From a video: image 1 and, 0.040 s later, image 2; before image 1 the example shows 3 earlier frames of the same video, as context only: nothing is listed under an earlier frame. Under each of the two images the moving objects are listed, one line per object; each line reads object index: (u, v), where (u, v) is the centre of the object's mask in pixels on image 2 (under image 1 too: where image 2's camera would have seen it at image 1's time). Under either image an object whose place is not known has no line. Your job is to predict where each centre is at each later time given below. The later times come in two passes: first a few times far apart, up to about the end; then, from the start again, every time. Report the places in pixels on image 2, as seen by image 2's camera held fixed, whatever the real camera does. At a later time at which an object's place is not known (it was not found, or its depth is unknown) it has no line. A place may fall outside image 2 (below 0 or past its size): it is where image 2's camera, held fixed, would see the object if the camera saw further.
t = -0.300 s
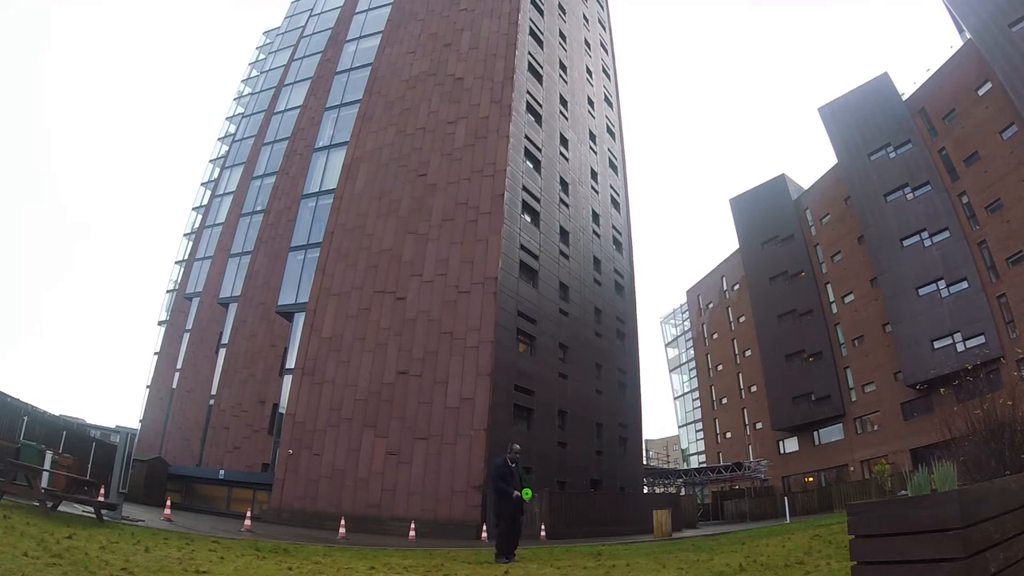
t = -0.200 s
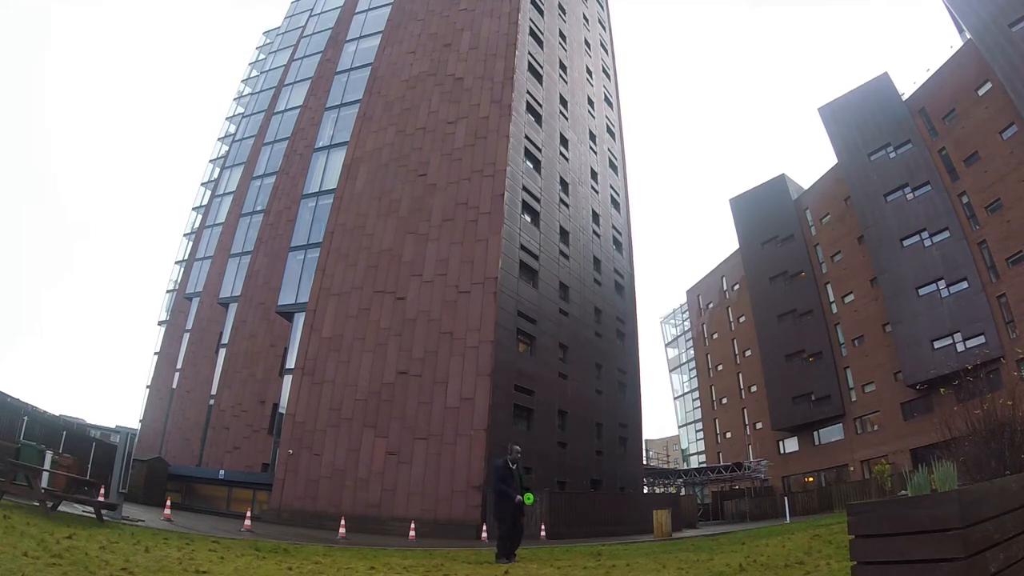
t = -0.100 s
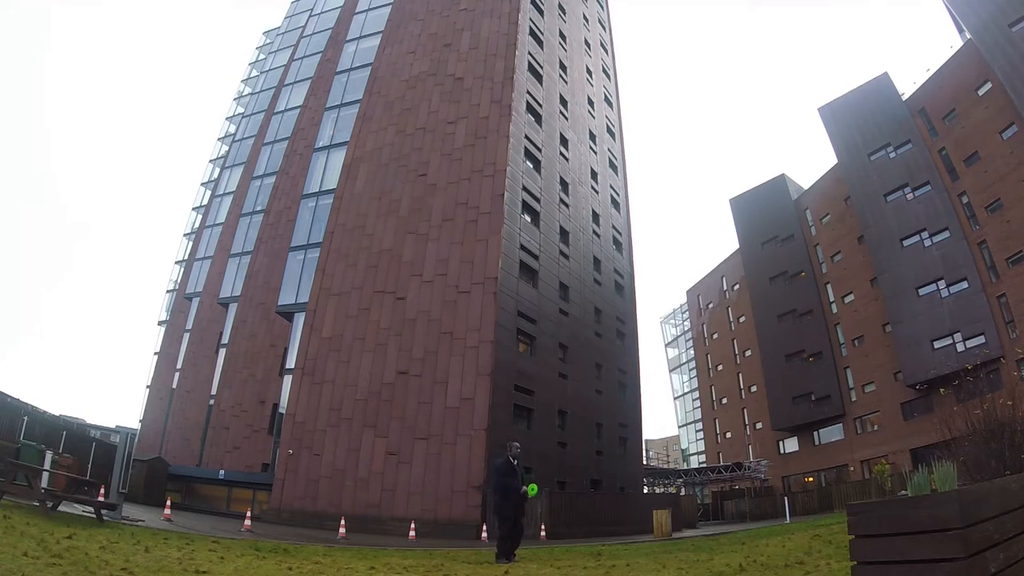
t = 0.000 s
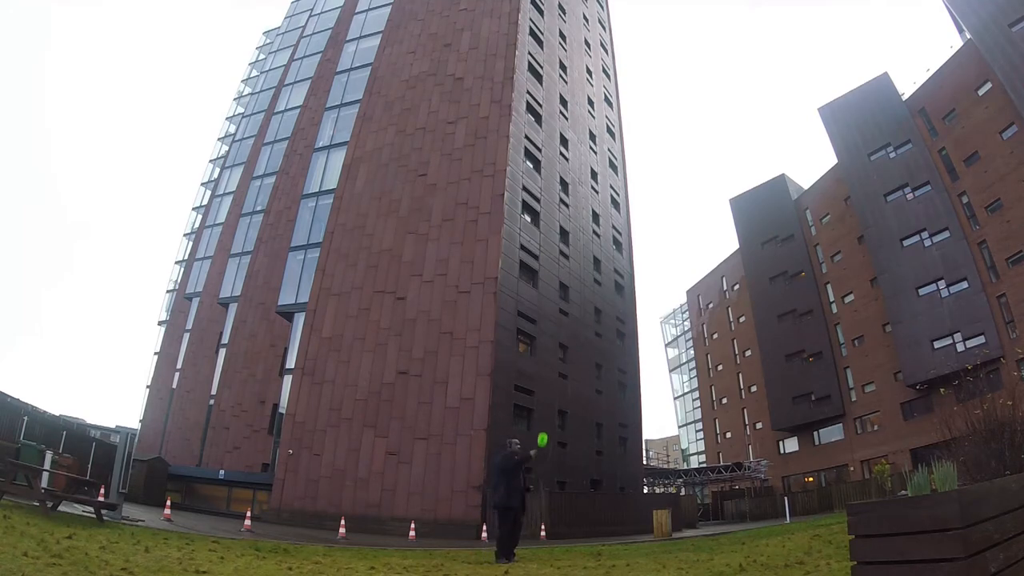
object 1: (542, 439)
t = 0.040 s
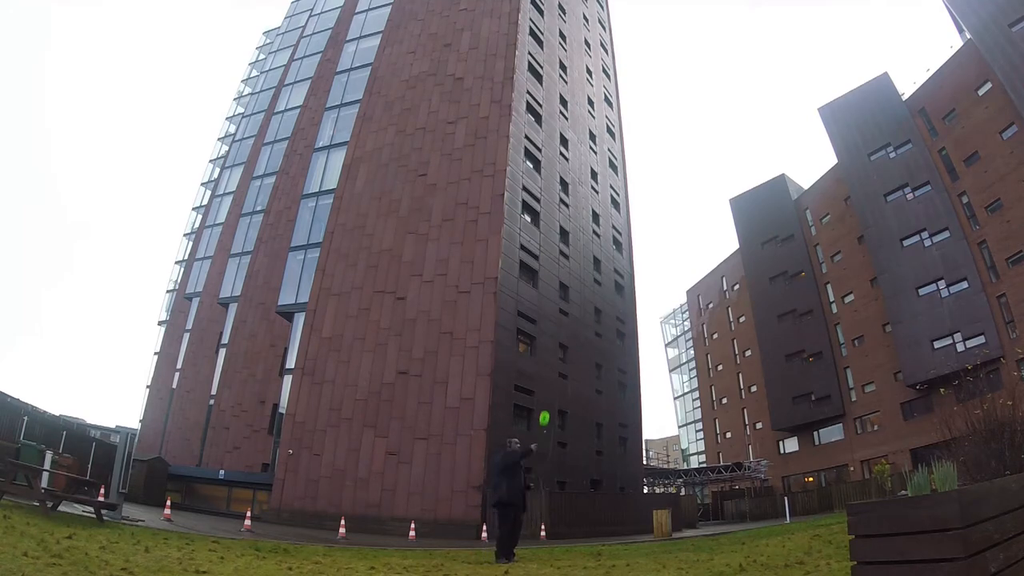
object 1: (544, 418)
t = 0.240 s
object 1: (553, 334)
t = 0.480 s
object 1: (563, 275)
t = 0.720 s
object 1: (573, 251)
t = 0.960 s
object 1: (586, 258)
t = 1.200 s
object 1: (599, 299)
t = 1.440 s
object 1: (617, 381)
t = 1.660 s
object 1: (635, 503)
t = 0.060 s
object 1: (545, 408)
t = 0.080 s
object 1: (546, 398)
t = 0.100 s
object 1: (547, 389)
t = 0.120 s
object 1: (548, 380)
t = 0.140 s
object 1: (549, 372)
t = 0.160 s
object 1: (549, 363)
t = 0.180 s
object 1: (550, 356)
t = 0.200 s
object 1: (551, 348)
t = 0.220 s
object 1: (552, 341)
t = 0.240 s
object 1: (553, 334)
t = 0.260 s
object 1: (554, 328)
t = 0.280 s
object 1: (555, 321)
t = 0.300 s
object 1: (556, 315)
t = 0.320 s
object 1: (556, 310)
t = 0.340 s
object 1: (557, 305)
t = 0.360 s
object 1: (558, 300)
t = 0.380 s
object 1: (559, 295)
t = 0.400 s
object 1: (560, 290)
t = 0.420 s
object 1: (561, 286)
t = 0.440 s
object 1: (562, 283)
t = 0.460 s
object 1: (562, 279)
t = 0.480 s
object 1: (563, 275)
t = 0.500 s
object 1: (564, 272)
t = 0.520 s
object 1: (564, 269)
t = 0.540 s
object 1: (565, 266)
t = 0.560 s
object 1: (566, 263)
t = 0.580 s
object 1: (567, 261)
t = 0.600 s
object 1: (568, 259)
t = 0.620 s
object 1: (568, 257)
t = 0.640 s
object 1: (570, 255)
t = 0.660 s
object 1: (570, 254)
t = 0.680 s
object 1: (571, 253)
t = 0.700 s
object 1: (572, 252)
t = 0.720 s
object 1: (573, 251)
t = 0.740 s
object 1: (574, 250)
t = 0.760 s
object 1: (575, 250)
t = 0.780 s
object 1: (576, 250)
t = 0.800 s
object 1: (577, 250)
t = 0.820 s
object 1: (578, 250)
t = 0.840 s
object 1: (579, 250)
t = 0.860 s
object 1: (580, 251)
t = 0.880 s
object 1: (581, 252)
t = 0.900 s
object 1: (582, 253)
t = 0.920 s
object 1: (583, 254)
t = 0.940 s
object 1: (584, 256)
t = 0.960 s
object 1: (586, 258)
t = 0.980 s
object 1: (586, 260)
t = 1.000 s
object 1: (588, 262)
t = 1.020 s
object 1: (589, 265)
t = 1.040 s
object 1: (590, 268)
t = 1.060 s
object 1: (591, 271)
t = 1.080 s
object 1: (592, 274)
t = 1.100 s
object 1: (593, 277)
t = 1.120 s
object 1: (594, 281)
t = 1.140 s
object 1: (596, 285)
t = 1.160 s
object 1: (597, 289)
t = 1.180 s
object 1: (598, 294)
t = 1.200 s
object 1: (599, 299)
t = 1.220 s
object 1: (600, 304)
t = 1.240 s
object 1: (602, 310)
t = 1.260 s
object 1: (603, 315)
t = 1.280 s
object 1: (605, 321)
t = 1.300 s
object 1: (606, 328)
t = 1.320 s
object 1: (608, 334)
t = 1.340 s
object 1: (609, 341)
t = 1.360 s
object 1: (611, 349)
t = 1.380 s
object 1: (612, 356)
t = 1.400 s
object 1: (614, 364)
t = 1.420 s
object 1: (615, 373)
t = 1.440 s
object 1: (617, 381)
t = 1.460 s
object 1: (618, 390)
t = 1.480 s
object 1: (620, 400)
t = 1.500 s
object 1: (621, 410)
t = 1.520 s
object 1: (623, 420)
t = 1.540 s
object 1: (625, 430)
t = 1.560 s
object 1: (626, 442)
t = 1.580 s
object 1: (628, 453)
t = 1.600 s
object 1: (630, 465)
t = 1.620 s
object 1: (631, 477)
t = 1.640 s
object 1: (633, 490)
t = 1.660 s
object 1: (635, 503)
